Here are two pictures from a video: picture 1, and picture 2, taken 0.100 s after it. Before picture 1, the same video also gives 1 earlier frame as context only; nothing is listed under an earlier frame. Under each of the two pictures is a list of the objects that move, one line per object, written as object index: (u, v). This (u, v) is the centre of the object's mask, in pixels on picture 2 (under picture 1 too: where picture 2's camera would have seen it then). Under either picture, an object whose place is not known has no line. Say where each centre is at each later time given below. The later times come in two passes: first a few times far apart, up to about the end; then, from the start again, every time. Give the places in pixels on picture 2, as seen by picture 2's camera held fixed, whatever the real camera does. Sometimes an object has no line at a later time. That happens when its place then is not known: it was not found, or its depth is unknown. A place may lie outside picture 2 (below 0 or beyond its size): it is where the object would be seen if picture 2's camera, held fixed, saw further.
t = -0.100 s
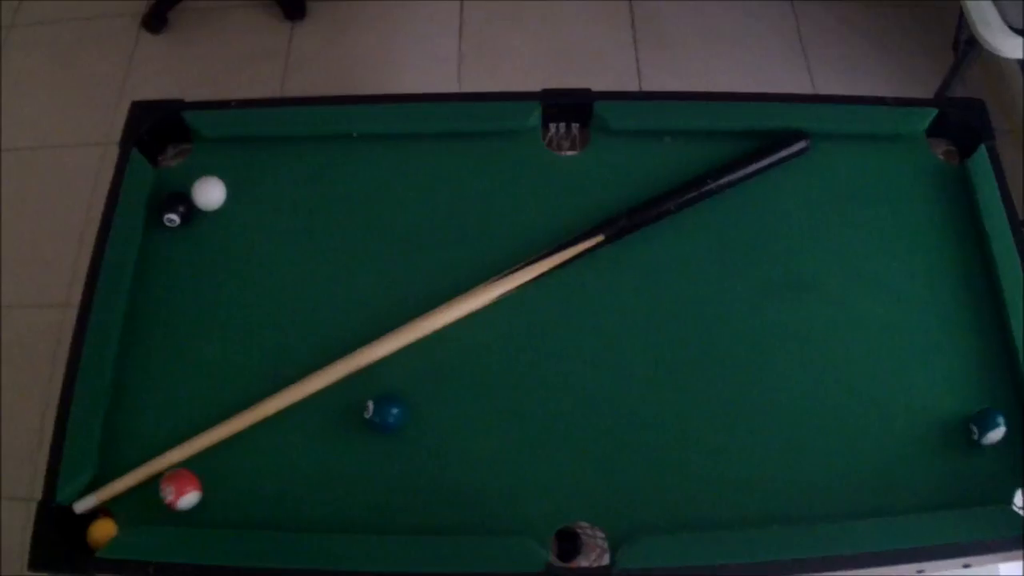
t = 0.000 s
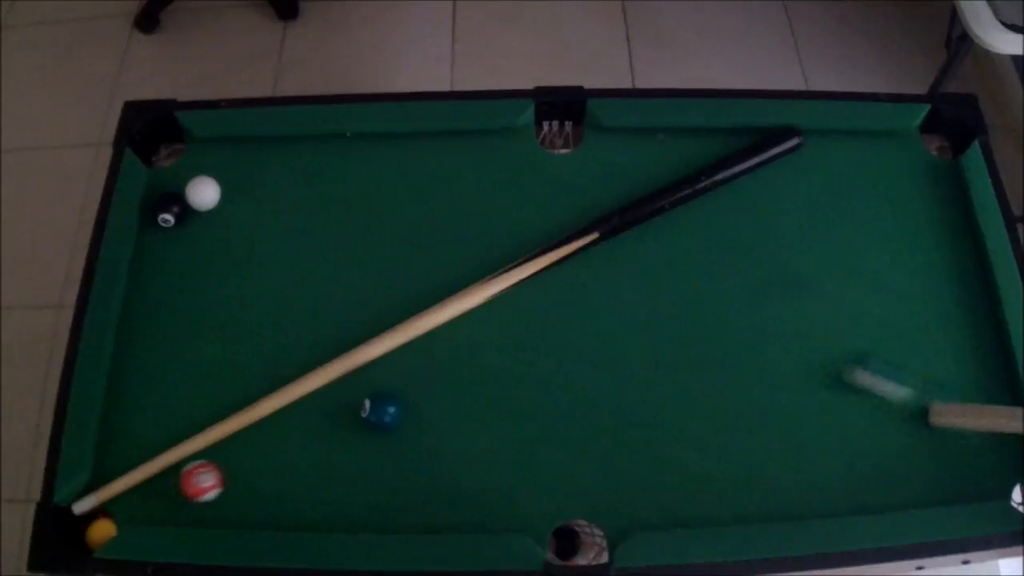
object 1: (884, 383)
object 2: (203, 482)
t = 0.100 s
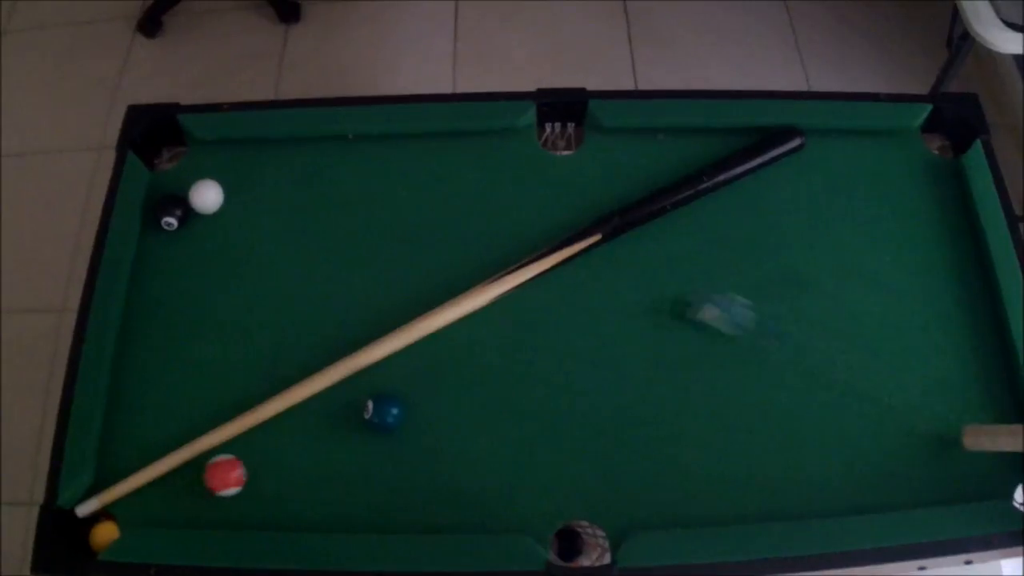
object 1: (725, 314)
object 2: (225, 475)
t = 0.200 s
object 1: (588, 263)
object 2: (244, 466)
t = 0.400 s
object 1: (448, 342)
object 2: (278, 448)
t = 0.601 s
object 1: (330, 401)
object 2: (296, 439)
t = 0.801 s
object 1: (315, 410)
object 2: (258, 483)
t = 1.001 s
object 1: (307, 414)
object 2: (228, 511)
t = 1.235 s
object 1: (308, 415)
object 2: (218, 497)
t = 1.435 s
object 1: (307, 414)
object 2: (217, 485)
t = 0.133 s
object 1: (669, 295)
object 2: (230, 472)
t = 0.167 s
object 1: (624, 271)
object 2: (236, 469)
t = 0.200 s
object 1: (588, 263)
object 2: (244, 466)
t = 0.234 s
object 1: (567, 274)
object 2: (250, 461)
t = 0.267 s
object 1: (544, 289)
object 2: (256, 459)
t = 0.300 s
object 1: (516, 302)
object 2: (262, 456)
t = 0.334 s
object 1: (496, 315)
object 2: (267, 453)
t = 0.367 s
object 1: (468, 328)
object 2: (272, 451)
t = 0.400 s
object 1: (448, 342)
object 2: (278, 448)
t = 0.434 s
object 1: (423, 355)
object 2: (283, 445)
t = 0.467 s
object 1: (397, 369)
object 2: (287, 442)
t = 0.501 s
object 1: (375, 378)
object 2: (291, 439)
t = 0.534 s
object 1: (357, 389)
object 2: (294, 437)
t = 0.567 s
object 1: (342, 398)
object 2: (299, 434)
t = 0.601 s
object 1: (330, 401)
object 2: (296, 439)
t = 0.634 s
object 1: (328, 402)
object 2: (288, 449)
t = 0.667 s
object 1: (325, 404)
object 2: (282, 455)
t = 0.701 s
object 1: (324, 405)
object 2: (277, 463)
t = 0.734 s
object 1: (320, 408)
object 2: (270, 470)
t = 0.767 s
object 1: (317, 409)
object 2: (264, 477)
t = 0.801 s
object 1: (315, 410)
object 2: (258, 483)
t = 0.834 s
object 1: (313, 411)
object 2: (252, 490)
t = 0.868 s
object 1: (311, 413)
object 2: (246, 496)
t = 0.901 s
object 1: (311, 413)
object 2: (242, 501)
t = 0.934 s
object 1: (310, 414)
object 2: (237, 506)
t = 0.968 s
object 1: (308, 414)
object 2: (232, 511)
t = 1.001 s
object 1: (307, 414)
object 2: (228, 511)
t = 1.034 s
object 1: (307, 415)
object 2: (226, 509)
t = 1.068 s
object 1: (307, 414)
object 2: (225, 507)
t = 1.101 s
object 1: (307, 414)
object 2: (223, 505)
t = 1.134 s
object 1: (307, 414)
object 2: (222, 502)
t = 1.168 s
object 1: (308, 414)
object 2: (221, 501)
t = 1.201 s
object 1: (308, 415)
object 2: (220, 499)
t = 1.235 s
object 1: (308, 415)
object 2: (218, 497)
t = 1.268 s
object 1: (308, 415)
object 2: (218, 495)
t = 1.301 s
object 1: (307, 415)
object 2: (216, 492)
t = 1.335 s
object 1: (307, 415)
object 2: (216, 491)
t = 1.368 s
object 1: (307, 415)
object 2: (216, 489)
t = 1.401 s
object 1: (307, 414)
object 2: (216, 487)
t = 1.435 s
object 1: (307, 414)
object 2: (217, 485)
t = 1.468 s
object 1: (307, 414)
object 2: (218, 484)
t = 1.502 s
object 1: (308, 414)
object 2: (216, 483)
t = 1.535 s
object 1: (308, 413)
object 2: (217, 482)
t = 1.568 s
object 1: (308, 413)
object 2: (218, 480)
